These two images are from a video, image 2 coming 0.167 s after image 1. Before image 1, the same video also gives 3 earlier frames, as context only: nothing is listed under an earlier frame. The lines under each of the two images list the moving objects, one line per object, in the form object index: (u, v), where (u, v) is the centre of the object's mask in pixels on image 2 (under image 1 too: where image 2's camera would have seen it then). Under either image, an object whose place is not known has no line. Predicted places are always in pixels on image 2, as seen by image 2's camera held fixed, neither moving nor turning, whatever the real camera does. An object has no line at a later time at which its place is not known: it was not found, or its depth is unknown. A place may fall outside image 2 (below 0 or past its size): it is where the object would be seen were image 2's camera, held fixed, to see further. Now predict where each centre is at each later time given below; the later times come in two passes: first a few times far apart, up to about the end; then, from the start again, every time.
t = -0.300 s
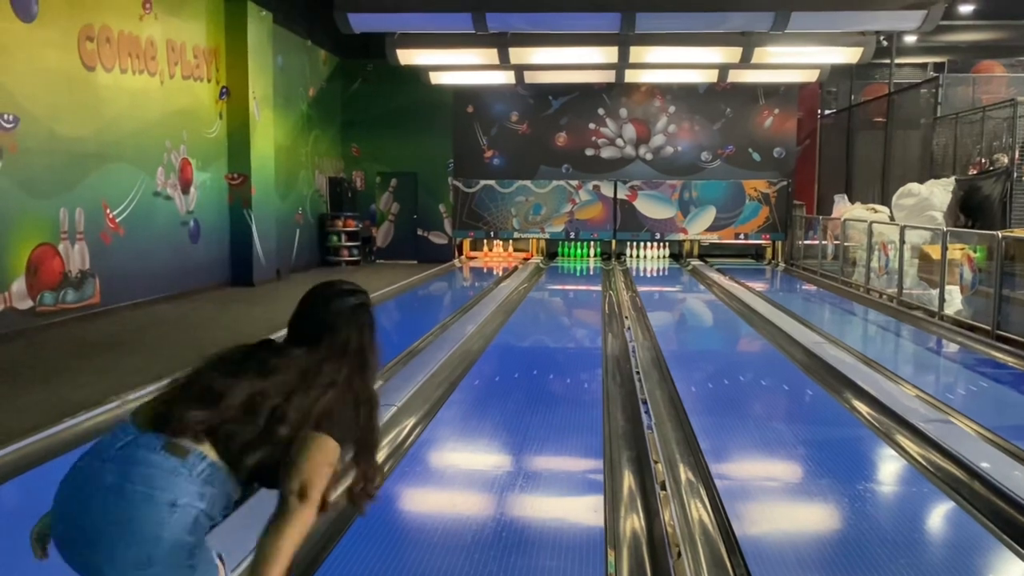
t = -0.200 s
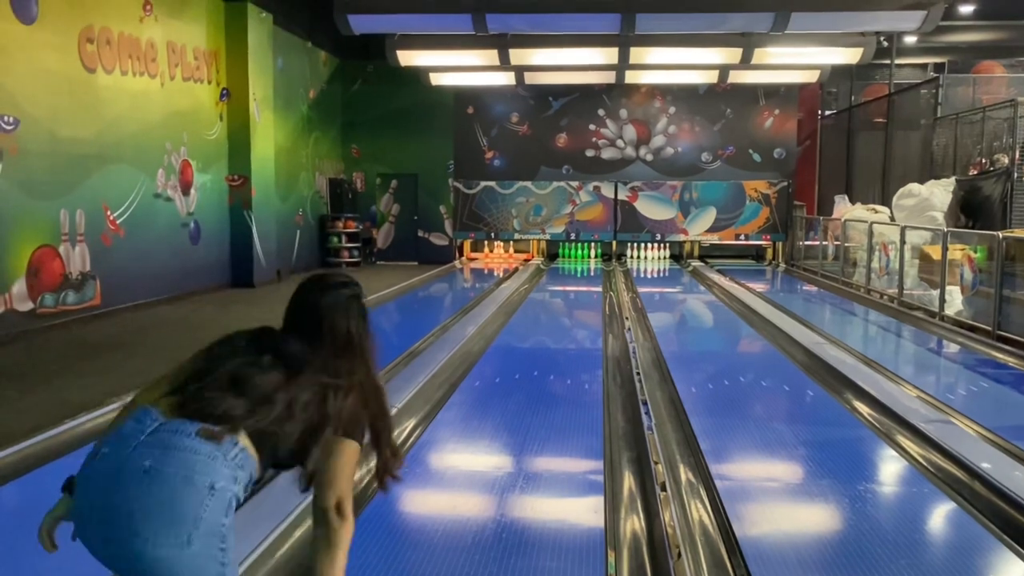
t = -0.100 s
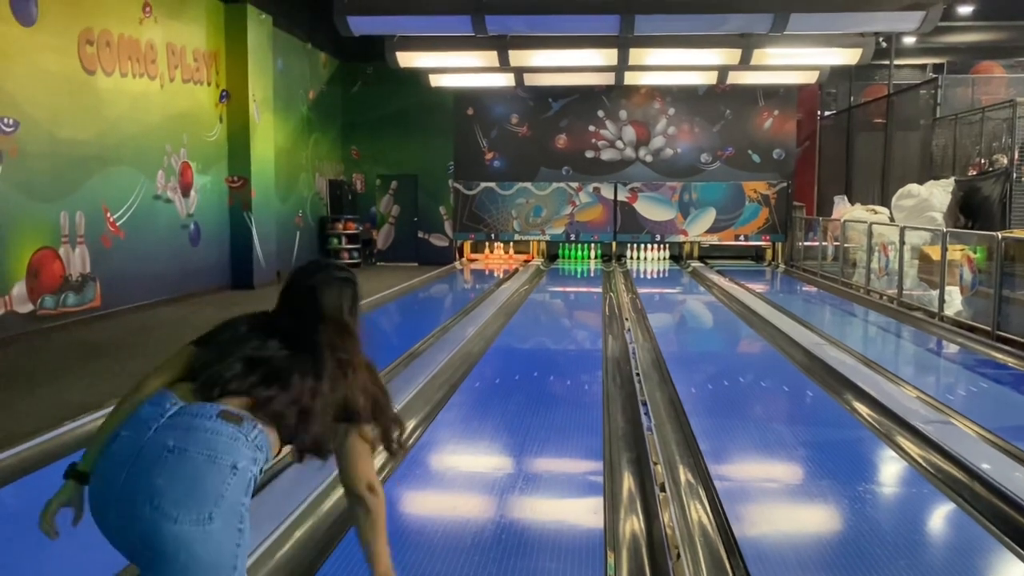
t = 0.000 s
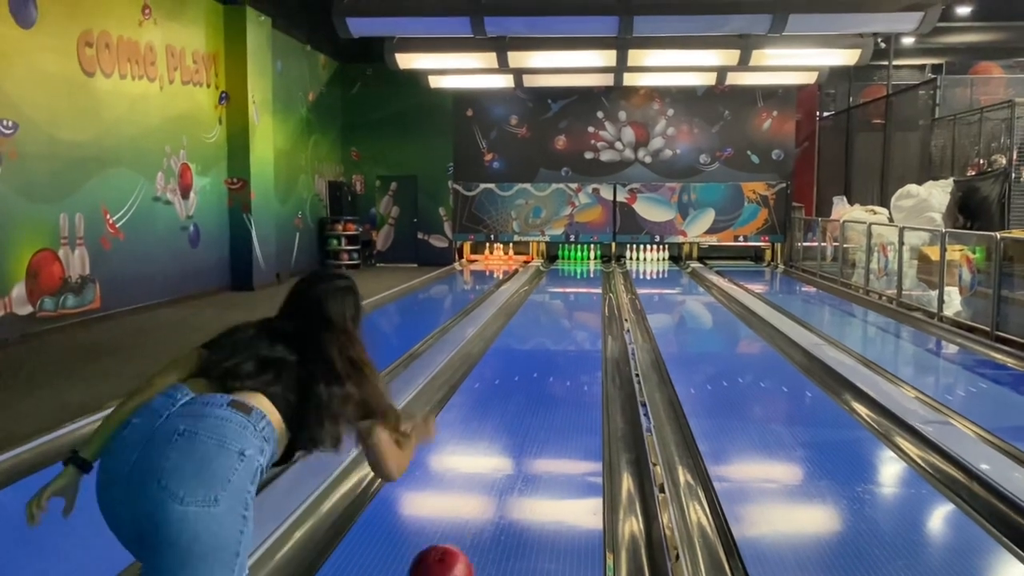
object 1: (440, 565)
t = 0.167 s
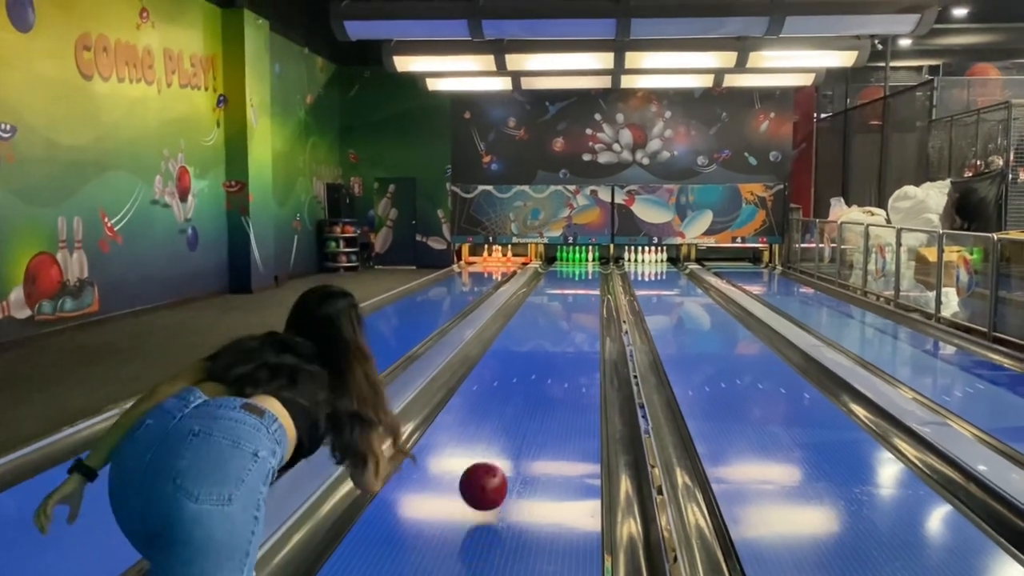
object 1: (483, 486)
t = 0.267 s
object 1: (500, 451)
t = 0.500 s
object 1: (525, 393)
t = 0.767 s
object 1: (542, 353)
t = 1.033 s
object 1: (553, 328)
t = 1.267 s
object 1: (559, 312)
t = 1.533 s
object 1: (563, 298)
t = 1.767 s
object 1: (567, 288)
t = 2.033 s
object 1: (570, 280)
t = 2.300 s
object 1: (572, 273)
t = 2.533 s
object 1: (573, 268)
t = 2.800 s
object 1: (574, 264)
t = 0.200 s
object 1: (489, 476)
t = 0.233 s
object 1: (494, 465)
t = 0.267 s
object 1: (500, 451)
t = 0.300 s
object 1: (504, 442)
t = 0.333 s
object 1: (509, 432)
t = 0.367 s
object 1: (512, 423)
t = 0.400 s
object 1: (516, 415)
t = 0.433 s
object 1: (519, 407)
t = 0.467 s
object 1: (522, 400)
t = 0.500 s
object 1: (525, 393)
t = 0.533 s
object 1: (527, 387)
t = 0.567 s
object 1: (530, 381)
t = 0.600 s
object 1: (532, 376)
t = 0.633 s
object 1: (534, 370)
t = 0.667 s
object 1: (536, 366)
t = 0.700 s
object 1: (538, 362)
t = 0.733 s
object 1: (540, 357)
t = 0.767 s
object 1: (542, 353)
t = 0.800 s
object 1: (544, 349)
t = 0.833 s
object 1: (545, 346)
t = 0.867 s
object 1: (547, 342)
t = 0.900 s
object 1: (548, 339)
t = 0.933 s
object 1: (549, 336)
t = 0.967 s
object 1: (550, 333)
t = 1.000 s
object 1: (552, 330)
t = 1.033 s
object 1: (553, 328)
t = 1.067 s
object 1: (554, 325)
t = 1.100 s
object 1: (554, 323)
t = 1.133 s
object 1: (556, 320)
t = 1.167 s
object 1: (556, 318)
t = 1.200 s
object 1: (557, 316)
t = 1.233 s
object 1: (558, 314)
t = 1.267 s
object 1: (559, 312)
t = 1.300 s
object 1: (560, 310)
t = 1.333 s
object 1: (560, 308)
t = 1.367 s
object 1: (561, 306)
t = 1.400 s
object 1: (561, 304)
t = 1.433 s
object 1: (562, 303)
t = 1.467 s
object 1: (562, 301)
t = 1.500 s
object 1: (563, 300)
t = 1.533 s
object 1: (563, 298)
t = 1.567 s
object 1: (564, 296)
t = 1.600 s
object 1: (565, 295)
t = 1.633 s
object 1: (565, 294)
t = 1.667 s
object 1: (566, 293)
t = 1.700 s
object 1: (566, 291)
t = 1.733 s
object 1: (567, 289)
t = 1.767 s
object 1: (567, 288)
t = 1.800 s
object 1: (567, 287)
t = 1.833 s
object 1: (568, 286)
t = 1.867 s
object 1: (568, 285)
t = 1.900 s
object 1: (569, 284)
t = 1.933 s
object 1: (569, 283)
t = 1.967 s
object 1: (569, 282)
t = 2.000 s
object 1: (570, 281)
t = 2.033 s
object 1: (570, 280)
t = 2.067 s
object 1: (570, 279)
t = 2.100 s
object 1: (570, 278)
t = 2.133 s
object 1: (571, 277)
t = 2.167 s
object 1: (571, 276)
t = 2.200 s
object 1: (571, 276)
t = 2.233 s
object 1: (571, 275)
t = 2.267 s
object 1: (571, 274)
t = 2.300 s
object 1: (572, 273)
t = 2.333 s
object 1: (572, 273)
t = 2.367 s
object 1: (572, 272)
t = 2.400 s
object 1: (572, 271)
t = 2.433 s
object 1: (572, 271)
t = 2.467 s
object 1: (573, 270)
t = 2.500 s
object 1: (573, 269)
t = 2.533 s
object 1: (573, 268)
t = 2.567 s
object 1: (573, 268)
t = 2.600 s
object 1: (573, 267)
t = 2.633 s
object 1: (573, 267)
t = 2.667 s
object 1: (574, 266)
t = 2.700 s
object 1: (574, 266)
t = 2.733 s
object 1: (574, 265)
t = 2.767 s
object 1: (574, 265)
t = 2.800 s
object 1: (574, 264)
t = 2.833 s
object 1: (574, 263)
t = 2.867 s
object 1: (574, 263)
